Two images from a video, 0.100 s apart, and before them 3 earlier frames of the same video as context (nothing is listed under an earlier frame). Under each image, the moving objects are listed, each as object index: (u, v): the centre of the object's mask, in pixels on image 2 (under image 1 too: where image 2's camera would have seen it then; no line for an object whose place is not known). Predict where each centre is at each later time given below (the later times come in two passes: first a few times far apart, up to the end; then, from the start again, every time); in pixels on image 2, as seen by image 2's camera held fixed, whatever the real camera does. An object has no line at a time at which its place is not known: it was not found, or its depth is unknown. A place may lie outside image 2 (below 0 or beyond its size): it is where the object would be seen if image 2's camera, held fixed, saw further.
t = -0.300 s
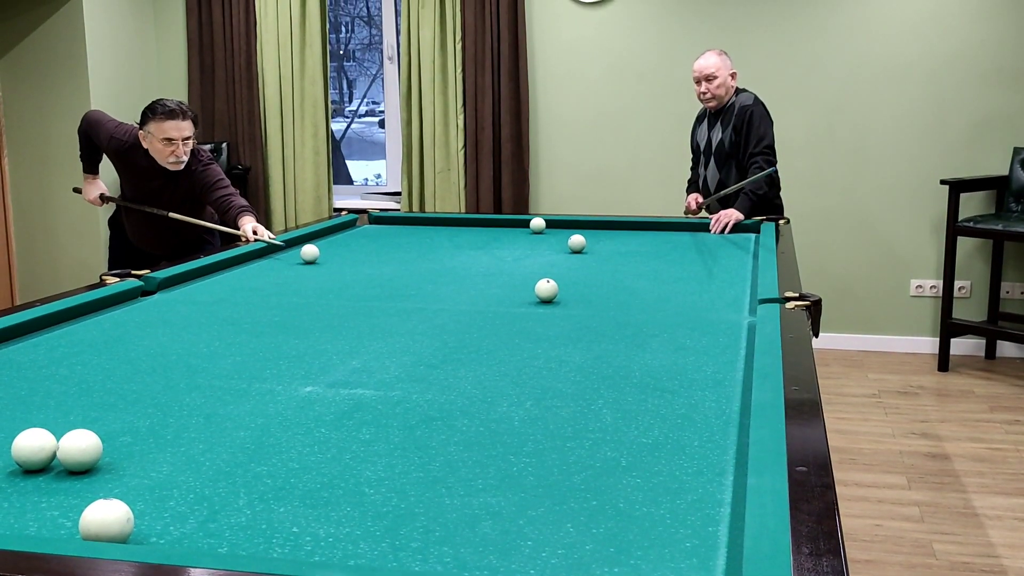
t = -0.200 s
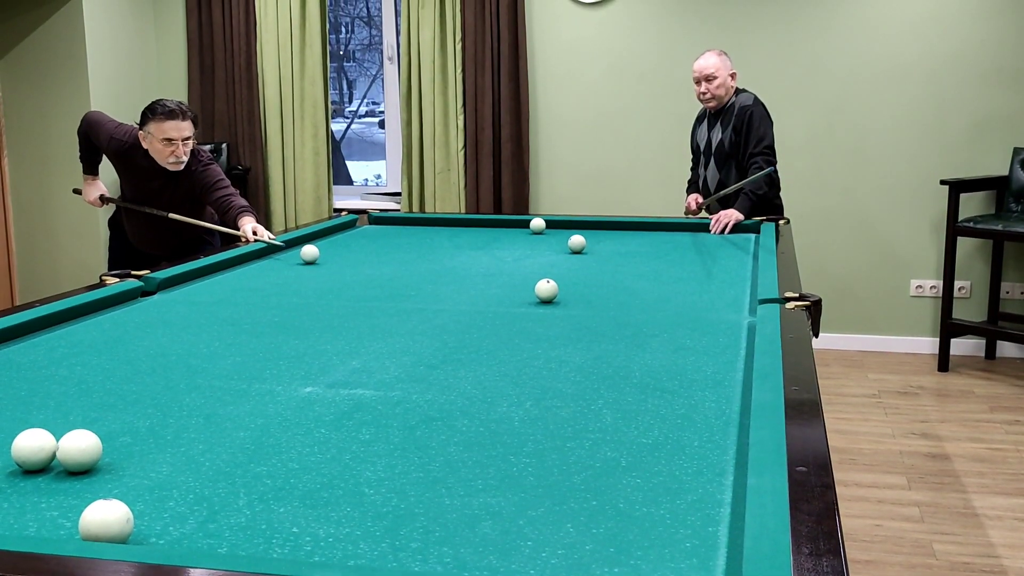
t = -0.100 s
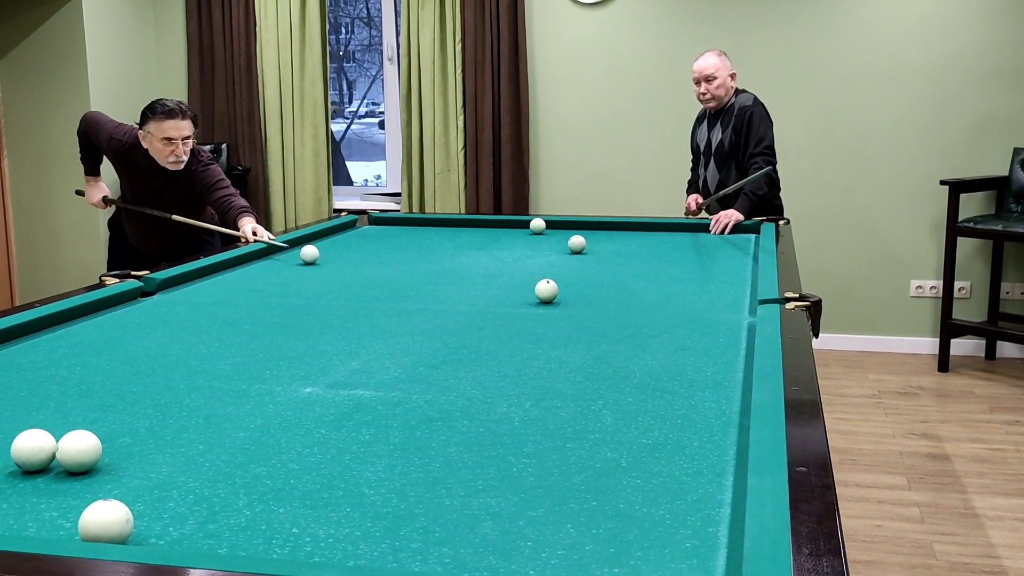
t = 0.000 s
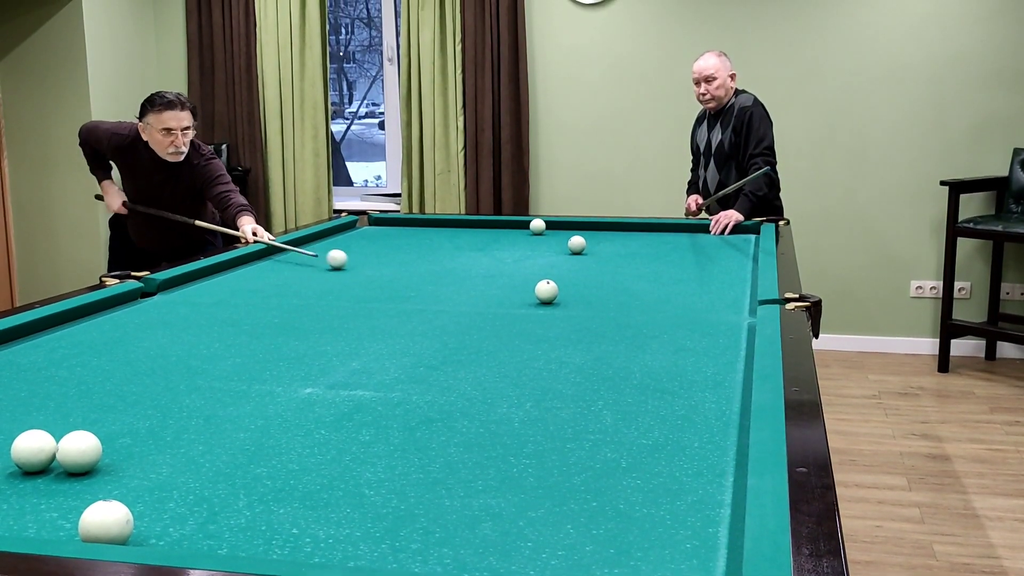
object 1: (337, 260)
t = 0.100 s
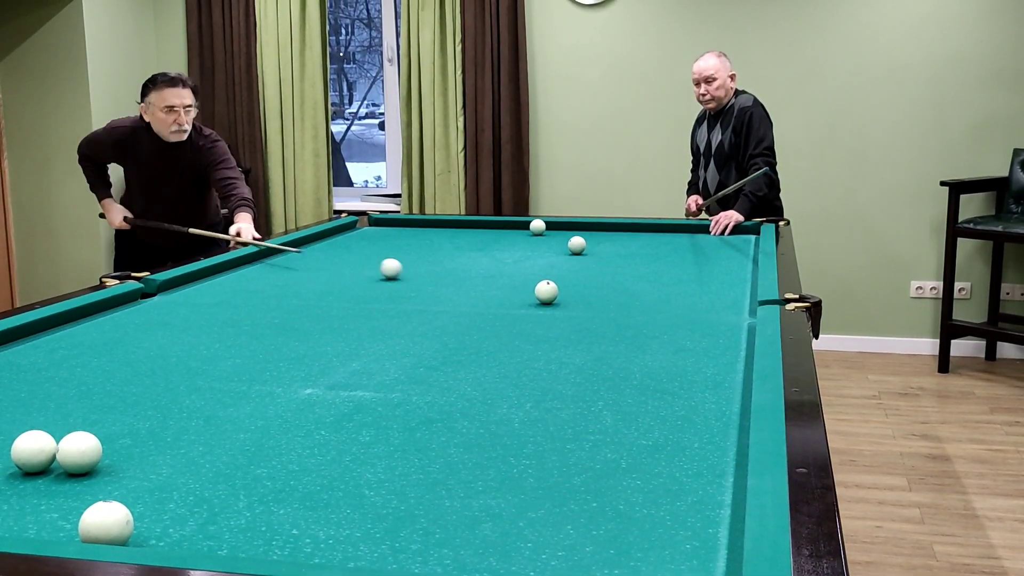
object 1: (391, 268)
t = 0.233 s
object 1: (462, 280)
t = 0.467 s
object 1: (517, 295)
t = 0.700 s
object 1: (536, 311)
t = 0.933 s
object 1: (558, 328)
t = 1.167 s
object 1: (583, 348)
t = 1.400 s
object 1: (611, 370)
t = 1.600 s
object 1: (639, 393)
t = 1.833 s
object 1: (676, 422)
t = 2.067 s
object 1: (721, 457)
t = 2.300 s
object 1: (698, 486)
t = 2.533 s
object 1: (661, 516)
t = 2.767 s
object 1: (619, 548)
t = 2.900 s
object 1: (591, 559)
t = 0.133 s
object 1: (408, 271)
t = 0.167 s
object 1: (426, 274)
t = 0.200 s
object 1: (444, 277)
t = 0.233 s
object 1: (462, 280)
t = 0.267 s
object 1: (481, 283)
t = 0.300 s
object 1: (500, 286)
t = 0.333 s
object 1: (520, 289)
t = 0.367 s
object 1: (523, 291)
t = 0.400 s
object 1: (520, 293)
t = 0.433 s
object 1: (518, 294)
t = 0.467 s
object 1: (517, 295)
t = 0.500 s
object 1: (520, 298)
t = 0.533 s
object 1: (523, 300)
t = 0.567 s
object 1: (526, 302)
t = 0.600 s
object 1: (529, 304)
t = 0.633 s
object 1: (531, 307)
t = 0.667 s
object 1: (533, 309)
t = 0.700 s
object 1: (536, 311)
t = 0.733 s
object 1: (539, 313)
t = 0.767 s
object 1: (542, 316)
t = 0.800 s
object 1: (545, 318)
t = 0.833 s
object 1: (548, 321)
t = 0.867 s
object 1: (552, 323)
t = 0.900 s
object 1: (554, 326)
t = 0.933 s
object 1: (558, 328)
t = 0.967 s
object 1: (561, 331)
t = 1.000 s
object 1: (565, 333)
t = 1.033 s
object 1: (568, 336)
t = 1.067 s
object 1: (572, 339)
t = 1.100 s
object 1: (575, 342)
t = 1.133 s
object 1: (579, 345)
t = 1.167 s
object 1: (583, 348)
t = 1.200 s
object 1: (587, 351)
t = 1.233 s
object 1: (591, 354)
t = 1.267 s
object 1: (595, 357)
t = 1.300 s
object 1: (598, 360)
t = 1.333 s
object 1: (603, 364)
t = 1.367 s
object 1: (607, 367)
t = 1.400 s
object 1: (611, 370)
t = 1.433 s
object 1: (615, 374)
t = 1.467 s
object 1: (620, 377)
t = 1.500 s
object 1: (625, 381)
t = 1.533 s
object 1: (629, 385)
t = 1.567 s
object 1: (634, 388)
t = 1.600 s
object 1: (639, 393)
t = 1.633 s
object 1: (644, 397)
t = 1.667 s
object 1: (649, 400)
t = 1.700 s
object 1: (654, 404)
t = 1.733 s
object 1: (660, 409)
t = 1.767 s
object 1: (665, 413)
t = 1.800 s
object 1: (671, 418)
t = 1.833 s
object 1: (676, 422)
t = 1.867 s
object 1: (682, 427)
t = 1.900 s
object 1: (688, 432)
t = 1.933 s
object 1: (694, 437)
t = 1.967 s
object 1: (701, 442)
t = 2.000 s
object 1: (707, 447)
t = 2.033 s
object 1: (714, 452)
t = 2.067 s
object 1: (721, 457)
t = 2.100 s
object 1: (726, 463)
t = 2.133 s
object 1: (722, 467)
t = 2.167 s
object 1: (718, 470)
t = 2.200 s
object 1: (713, 475)
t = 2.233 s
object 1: (708, 478)
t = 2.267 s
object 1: (703, 481)
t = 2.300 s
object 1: (698, 486)
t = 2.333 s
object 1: (693, 490)
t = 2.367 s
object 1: (688, 494)
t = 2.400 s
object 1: (683, 498)
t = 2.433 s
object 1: (677, 503)
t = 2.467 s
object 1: (672, 507)
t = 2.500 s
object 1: (666, 511)
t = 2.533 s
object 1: (661, 516)
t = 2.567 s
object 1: (655, 520)
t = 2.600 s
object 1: (649, 524)
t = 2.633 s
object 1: (643, 529)
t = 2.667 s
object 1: (637, 534)
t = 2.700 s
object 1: (631, 539)
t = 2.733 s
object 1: (625, 543)
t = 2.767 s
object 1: (619, 548)
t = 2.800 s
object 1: (612, 551)
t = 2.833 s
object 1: (605, 554)
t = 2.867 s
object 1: (598, 557)
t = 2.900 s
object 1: (591, 559)
